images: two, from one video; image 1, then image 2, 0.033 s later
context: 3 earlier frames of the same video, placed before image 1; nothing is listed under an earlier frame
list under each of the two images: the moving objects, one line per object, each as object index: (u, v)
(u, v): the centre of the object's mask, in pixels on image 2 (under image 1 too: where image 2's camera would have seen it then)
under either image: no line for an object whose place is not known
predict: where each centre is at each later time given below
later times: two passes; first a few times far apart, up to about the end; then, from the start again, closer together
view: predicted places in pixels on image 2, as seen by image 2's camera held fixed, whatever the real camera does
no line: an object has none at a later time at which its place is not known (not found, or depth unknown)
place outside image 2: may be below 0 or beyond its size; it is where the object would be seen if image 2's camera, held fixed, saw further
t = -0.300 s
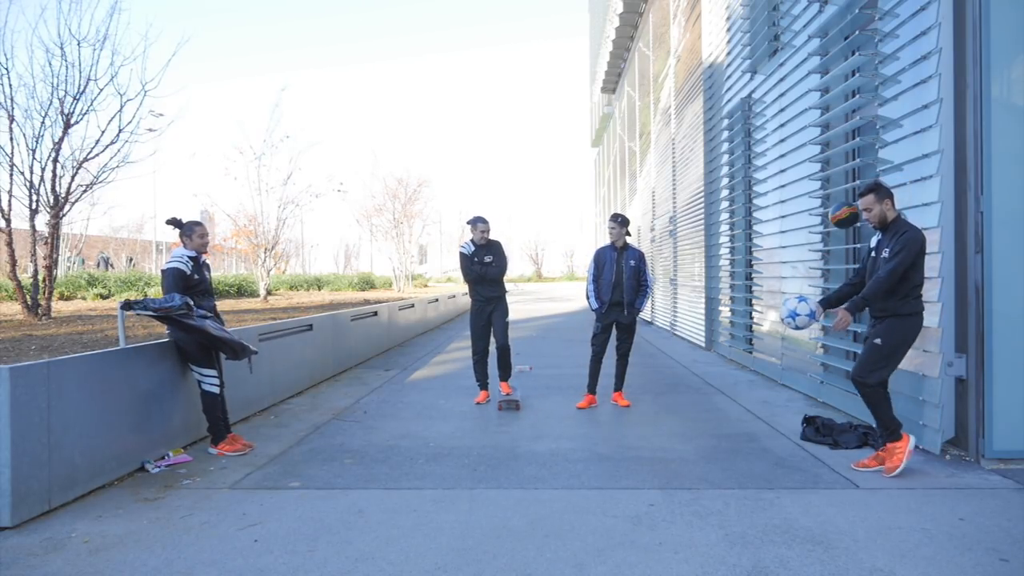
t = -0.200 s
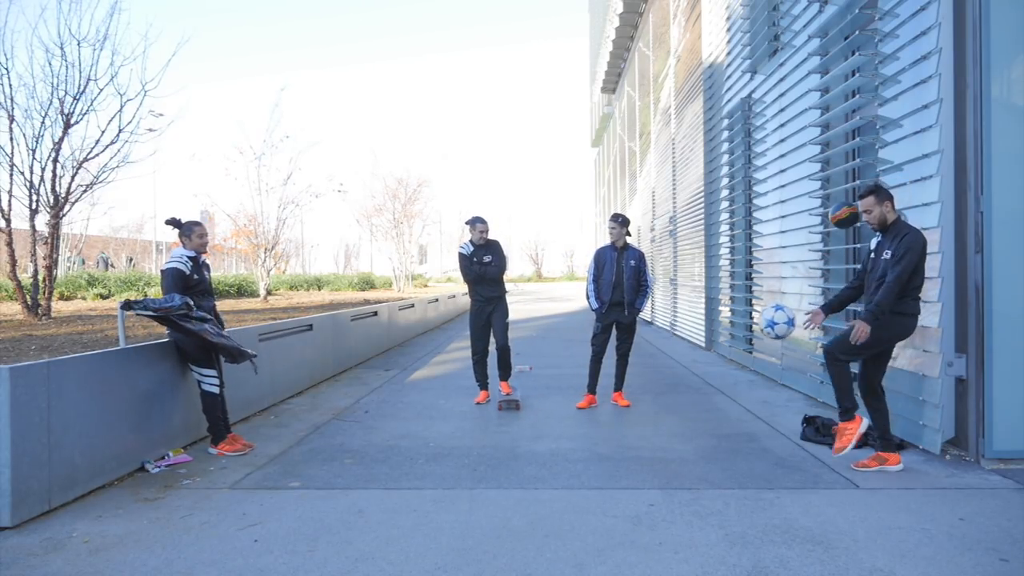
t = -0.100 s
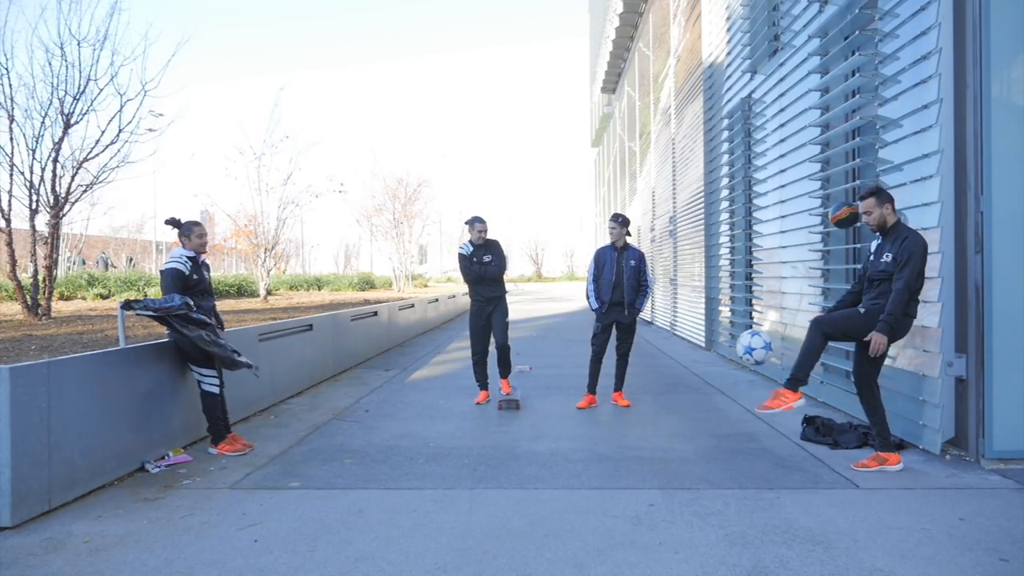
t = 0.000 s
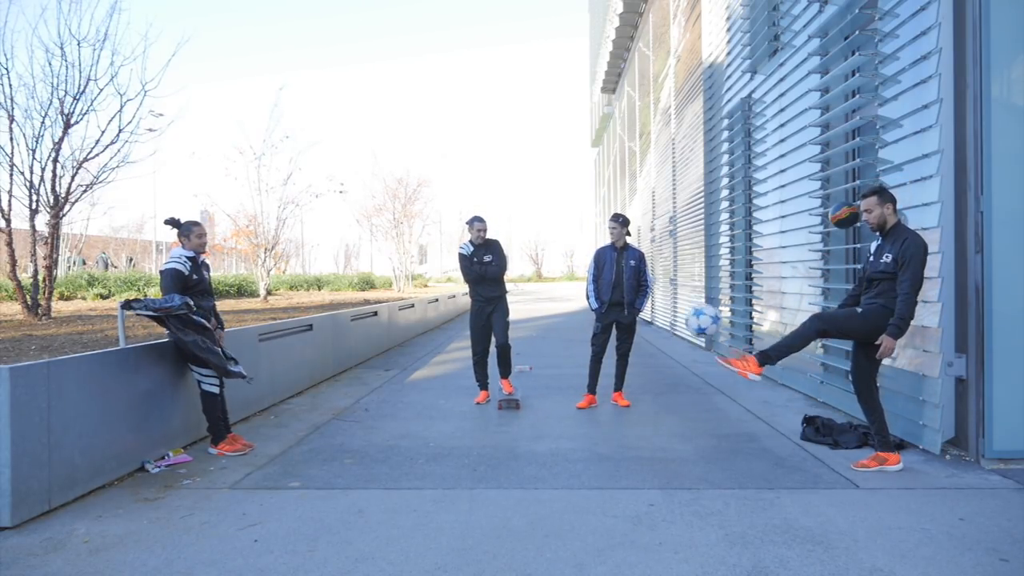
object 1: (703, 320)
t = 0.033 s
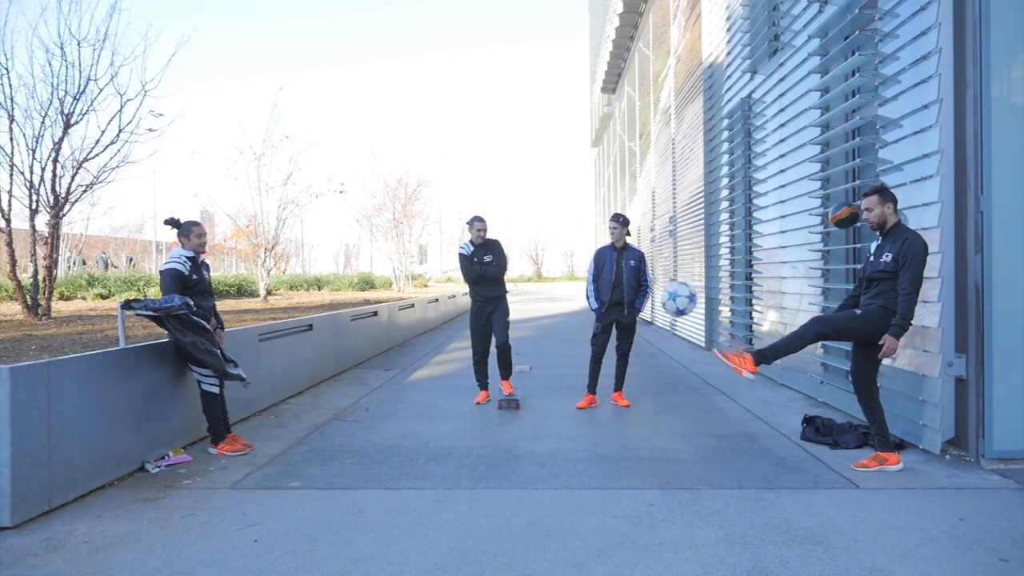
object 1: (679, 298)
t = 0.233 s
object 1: (535, 208)
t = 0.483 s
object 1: (362, 186)
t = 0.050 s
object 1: (666, 289)
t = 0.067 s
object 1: (654, 279)
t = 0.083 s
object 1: (641, 270)
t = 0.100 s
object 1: (630, 261)
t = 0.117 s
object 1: (619, 253)
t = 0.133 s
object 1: (607, 246)
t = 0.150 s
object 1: (595, 238)
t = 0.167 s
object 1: (583, 231)
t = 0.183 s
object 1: (571, 225)
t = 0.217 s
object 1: (547, 214)
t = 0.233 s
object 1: (535, 208)
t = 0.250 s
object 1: (523, 204)
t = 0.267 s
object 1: (511, 200)
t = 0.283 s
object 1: (500, 196)
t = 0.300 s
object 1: (488, 193)
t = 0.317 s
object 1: (476, 190)
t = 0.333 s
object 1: (465, 188)
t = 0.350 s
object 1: (453, 186)
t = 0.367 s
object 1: (442, 184)
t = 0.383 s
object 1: (430, 183)
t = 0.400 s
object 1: (419, 183)
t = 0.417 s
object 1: (407, 183)
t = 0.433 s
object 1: (396, 183)
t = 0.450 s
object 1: (384, 184)
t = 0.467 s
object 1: (373, 185)
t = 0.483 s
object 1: (362, 186)
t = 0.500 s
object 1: (350, 189)
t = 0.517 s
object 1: (339, 191)
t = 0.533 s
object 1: (328, 194)
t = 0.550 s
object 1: (317, 197)
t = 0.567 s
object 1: (306, 201)
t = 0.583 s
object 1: (295, 205)
